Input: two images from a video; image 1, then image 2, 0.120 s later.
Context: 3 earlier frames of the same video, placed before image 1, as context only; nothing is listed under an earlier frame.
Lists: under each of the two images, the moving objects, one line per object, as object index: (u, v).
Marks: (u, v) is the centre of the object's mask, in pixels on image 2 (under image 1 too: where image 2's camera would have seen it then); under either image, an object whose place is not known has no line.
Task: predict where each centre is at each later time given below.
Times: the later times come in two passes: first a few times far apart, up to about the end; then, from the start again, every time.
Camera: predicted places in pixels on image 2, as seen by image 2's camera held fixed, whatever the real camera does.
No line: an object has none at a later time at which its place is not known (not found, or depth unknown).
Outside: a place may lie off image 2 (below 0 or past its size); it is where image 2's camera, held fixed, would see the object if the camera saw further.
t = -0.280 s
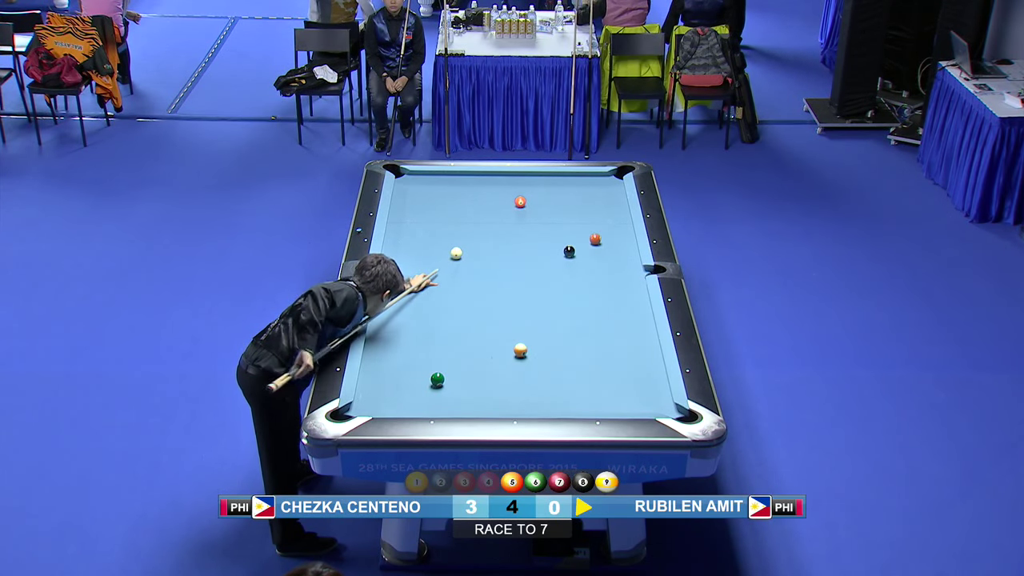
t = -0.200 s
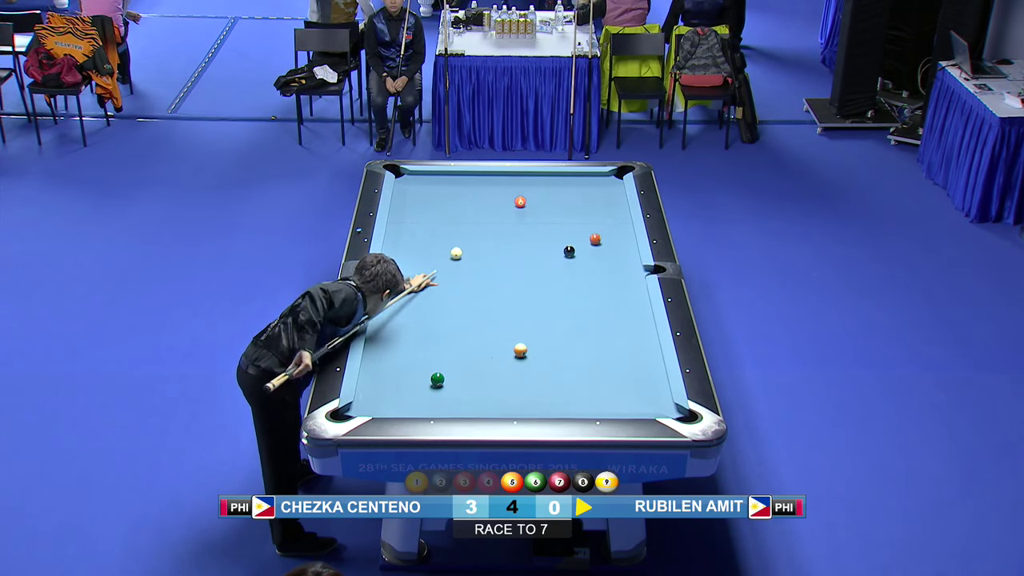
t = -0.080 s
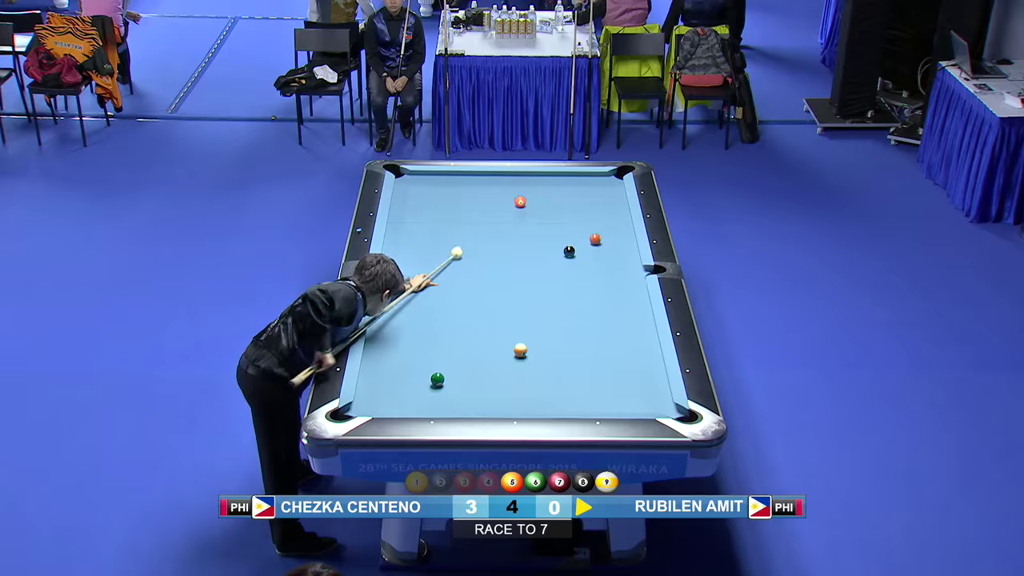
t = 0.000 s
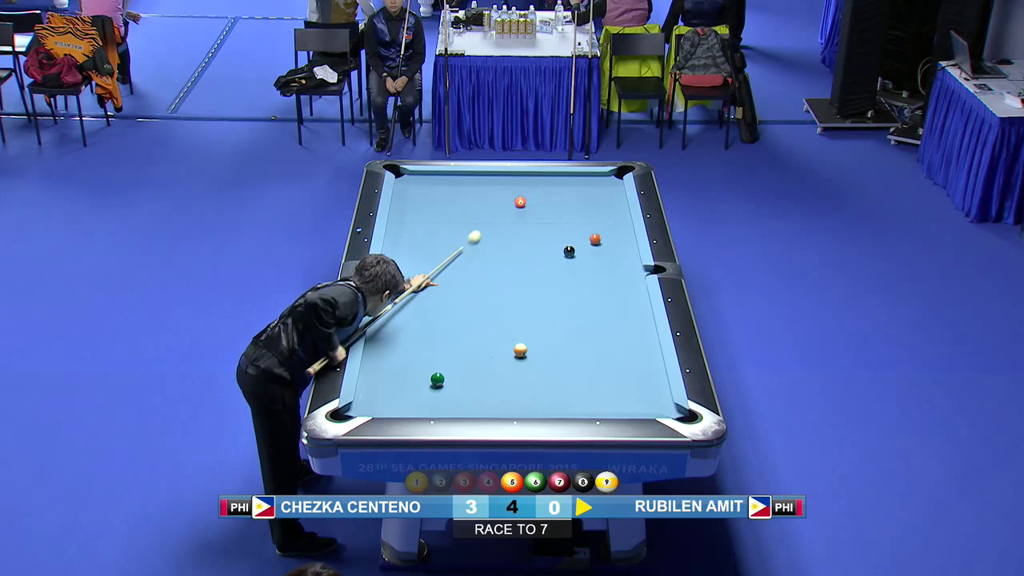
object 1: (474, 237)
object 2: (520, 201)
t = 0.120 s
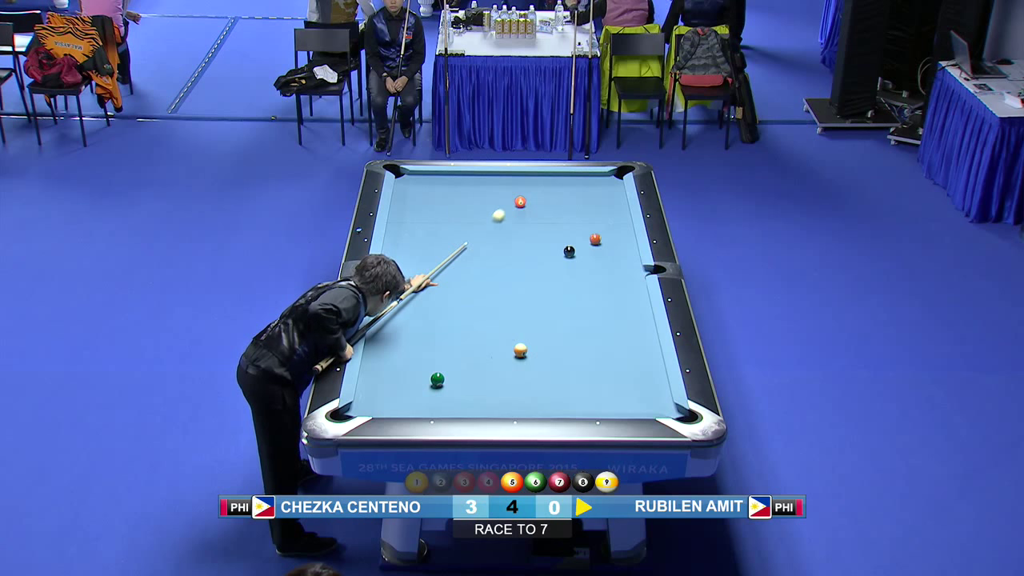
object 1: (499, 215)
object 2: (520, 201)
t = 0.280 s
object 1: (502, 198)
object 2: (543, 194)
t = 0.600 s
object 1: (478, 182)
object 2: (608, 177)
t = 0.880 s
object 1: (457, 177)
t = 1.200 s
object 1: (430, 184)
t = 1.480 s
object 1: (407, 190)
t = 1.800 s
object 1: (405, 198)
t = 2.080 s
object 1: (416, 204)
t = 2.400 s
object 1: (428, 211)
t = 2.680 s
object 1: (437, 218)
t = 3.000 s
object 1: (449, 224)
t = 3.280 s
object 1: (458, 229)
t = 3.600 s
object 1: (468, 235)
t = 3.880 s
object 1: (476, 240)
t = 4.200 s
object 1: (485, 244)
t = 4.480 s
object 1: (491, 248)
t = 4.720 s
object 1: (496, 251)
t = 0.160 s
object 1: (506, 209)
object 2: (520, 201)
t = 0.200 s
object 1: (510, 203)
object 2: (522, 200)
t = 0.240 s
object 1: (506, 201)
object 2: (532, 197)
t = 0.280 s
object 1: (502, 198)
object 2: (543, 194)
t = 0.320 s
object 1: (499, 196)
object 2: (552, 191)
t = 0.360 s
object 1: (496, 194)
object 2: (562, 189)
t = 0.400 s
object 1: (493, 192)
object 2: (570, 186)
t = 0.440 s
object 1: (490, 190)
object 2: (579, 185)
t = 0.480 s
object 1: (487, 188)
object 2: (587, 183)
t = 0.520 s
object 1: (484, 186)
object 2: (594, 181)
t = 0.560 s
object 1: (481, 184)
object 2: (601, 178)
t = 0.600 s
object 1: (478, 182)
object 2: (608, 177)
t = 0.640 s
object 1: (476, 180)
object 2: (615, 175)
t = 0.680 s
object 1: (473, 178)
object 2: (621, 173)
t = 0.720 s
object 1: (470, 176)
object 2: (627, 172)
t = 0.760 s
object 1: (467, 174)
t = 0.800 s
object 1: (464, 175)
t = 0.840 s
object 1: (461, 176)
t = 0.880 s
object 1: (457, 177)
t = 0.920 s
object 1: (454, 177)
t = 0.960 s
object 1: (450, 178)
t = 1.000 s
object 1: (447, 179)
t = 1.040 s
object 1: (444, 180)
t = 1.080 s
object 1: (440, 181)
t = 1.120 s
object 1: (437, 182)
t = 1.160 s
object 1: (434, 183)
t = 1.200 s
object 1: (430, 184)
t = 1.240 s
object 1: (427, 185)
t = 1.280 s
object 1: (424, 186)
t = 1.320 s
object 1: (420, 187)
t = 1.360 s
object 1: (417, 188)
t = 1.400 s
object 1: (414, 188)
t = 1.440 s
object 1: (410, 189)
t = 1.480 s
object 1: (407, 190)
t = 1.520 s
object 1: (404, 191)
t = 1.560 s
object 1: (401, 192)
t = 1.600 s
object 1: (397, 193)
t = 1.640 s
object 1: (398, 194)
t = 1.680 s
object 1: (400, 195)
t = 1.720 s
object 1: (402, 196)
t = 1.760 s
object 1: (403, 197)
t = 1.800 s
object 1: (405, 198)
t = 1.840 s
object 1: (406, 199)
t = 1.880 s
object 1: (408, 200)
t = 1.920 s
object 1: (409, 200)
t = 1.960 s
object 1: (411, 201)
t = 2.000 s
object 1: (413, 202)
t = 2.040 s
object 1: (414, 204)
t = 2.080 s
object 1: (416, 204)
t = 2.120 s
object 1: (417, 205)
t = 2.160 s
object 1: (419, 206)
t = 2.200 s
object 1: (420, 207)
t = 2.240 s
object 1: (422, 208)
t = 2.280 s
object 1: (423, 209)
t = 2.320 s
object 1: (425, 210)
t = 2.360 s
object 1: (426, 211)
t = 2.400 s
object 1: (428, 211)
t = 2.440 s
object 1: (429, 212)
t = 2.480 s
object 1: (430, 213)
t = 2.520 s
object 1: (432, 214)
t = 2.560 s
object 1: (433, 215)
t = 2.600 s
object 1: (435, 216)
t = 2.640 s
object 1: (436, 217)
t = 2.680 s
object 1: (437, 218)
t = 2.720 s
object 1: (439, 218)
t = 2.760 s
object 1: (441, 219)
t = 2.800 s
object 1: (442, 220)
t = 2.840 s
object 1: (443, 221)
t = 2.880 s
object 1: (445, 222)
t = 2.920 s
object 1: (446, 222)
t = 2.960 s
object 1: (448, 223)
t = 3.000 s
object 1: (449, 224)
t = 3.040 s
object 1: (450, 225)
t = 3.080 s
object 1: (451, 226)
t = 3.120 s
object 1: (453, 226)
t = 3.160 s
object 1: (454, 227)
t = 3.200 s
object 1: (455, 228)
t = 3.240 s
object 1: (456, 229)
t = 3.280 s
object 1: (458, 229)
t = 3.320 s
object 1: (459, 230)
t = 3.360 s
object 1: (460, 231)
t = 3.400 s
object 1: (462, 231)
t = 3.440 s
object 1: (463, 232)
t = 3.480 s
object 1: (464, 233)
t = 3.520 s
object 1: (465, 234)
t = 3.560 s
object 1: (467, 234)
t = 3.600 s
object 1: (468, 235)
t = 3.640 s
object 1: (469, 236)
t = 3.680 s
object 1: (470, 236)
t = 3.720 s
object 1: (471, 237)
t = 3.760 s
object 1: (472, 238)
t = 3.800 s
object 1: (474, 238)
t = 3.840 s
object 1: (475, 239)
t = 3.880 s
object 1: (476, 240)
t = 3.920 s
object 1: (477, 240)
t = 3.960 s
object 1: (478, 241)
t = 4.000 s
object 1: (479, 242)
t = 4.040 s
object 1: (480, 242)
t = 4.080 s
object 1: (481, 243)
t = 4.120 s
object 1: (482, 243)
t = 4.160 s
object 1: (484, 244)
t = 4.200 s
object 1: (485, 244)
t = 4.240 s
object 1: (486, 245)
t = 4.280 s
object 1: (487, 245)
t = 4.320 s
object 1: (488, 246)
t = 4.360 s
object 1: (488, 246)
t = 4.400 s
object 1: (489, 247)
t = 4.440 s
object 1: (491, 247)
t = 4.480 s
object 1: (491, 248)
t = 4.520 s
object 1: (492, 249)
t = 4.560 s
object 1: (493, 249)
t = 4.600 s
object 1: (494, 250)
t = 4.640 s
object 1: (495, 250)
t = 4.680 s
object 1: (496, 250)
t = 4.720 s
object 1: (496, 251)
